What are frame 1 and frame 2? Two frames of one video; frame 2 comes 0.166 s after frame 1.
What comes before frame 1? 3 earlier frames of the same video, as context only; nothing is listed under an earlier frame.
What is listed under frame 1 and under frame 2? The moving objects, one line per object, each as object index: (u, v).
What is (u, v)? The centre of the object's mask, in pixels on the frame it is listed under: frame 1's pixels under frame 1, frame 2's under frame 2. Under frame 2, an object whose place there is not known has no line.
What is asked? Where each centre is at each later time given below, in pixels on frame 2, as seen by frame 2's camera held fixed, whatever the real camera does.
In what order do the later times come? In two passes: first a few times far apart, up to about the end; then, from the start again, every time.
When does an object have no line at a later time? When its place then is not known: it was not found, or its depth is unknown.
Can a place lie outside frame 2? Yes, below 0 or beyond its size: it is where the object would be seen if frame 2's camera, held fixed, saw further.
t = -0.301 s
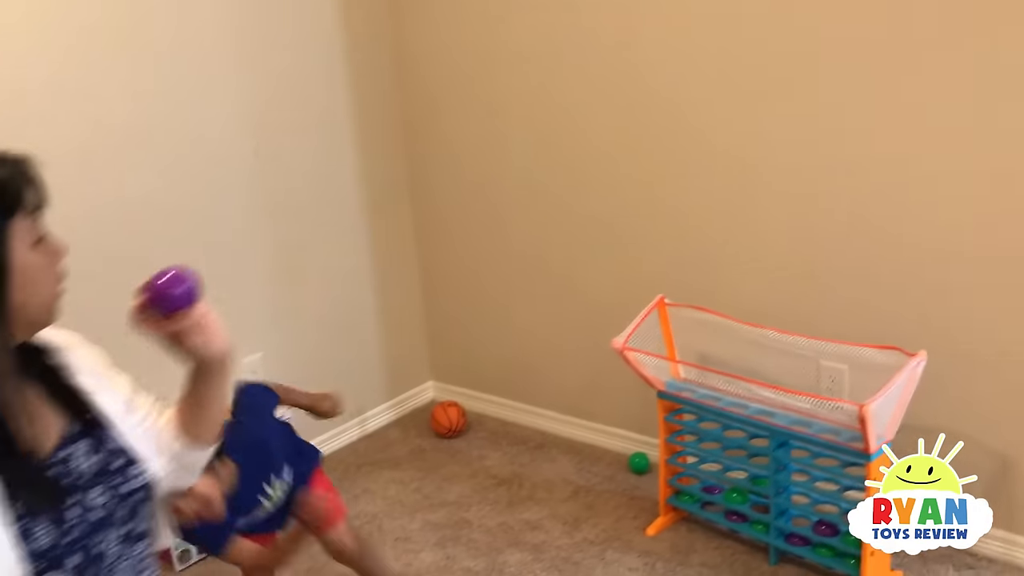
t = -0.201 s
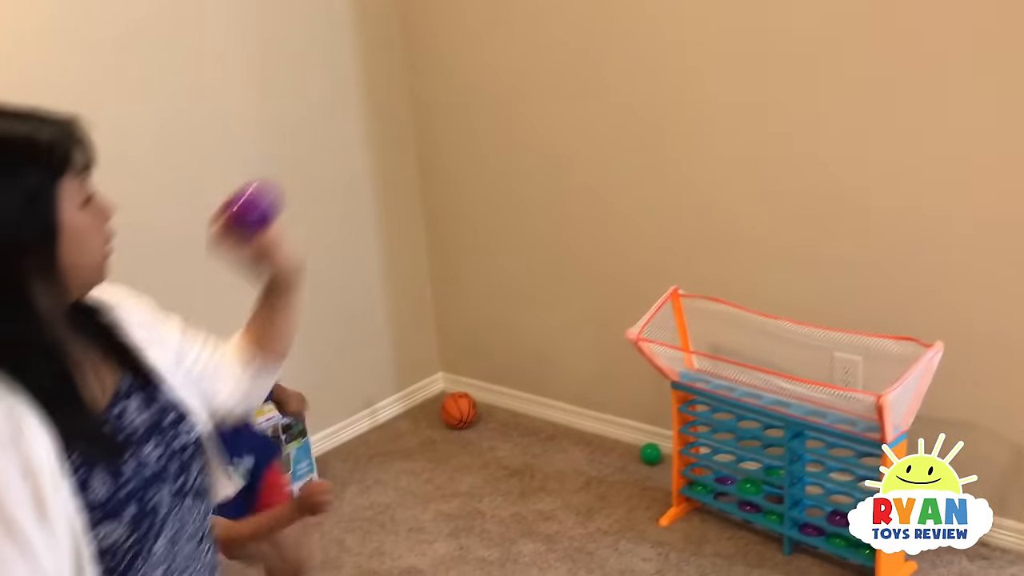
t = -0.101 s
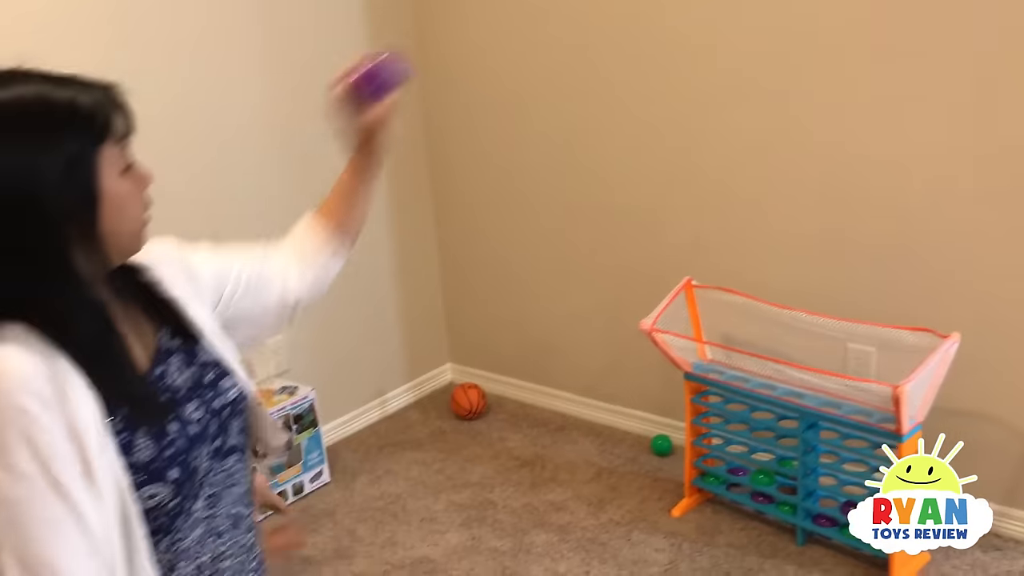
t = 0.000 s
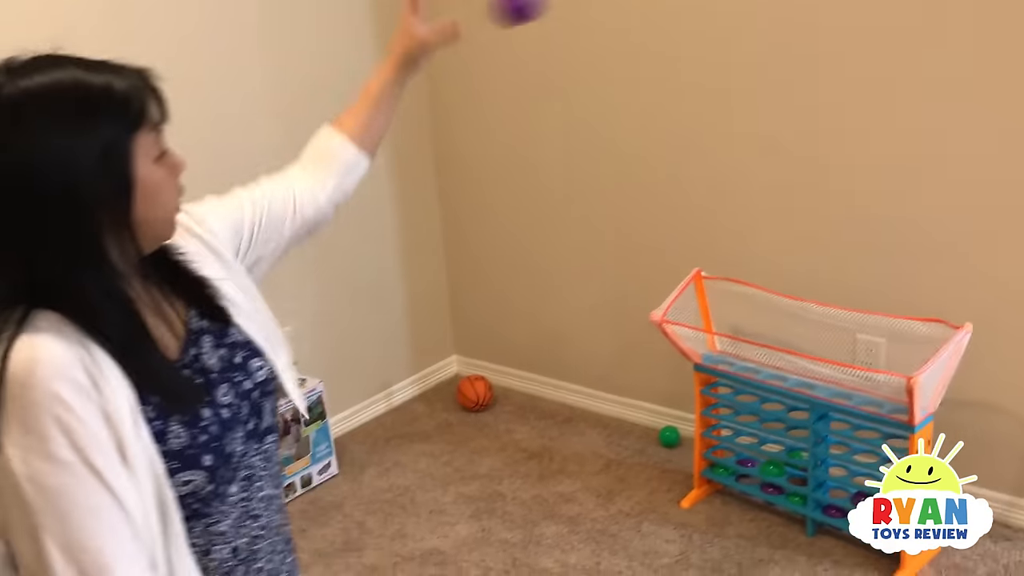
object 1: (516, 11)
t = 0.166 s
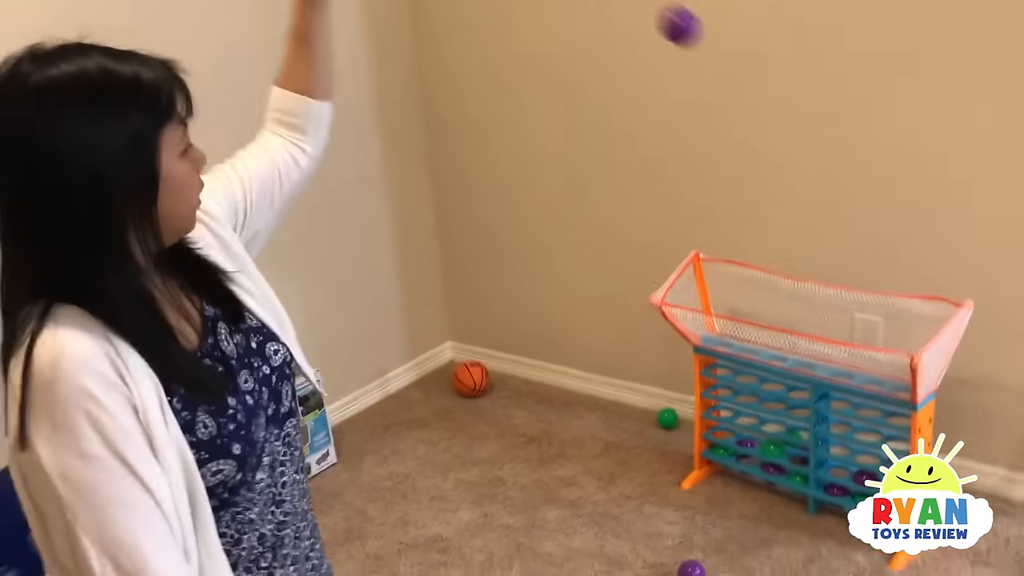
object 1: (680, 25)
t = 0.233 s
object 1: (729, 79)
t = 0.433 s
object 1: (830, 306)
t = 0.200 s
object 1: (705, 50)
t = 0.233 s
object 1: (729, 79)
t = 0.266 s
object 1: (751, 111)
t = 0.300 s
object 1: (770, 146)
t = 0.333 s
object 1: (788, 184)
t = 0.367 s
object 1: (805, 223)
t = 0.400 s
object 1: (818, 263)
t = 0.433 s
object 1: (830, 306)
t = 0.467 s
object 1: (843, 343)
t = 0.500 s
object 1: (830, 354)
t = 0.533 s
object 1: (821, 353)
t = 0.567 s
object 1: (809, 358)
